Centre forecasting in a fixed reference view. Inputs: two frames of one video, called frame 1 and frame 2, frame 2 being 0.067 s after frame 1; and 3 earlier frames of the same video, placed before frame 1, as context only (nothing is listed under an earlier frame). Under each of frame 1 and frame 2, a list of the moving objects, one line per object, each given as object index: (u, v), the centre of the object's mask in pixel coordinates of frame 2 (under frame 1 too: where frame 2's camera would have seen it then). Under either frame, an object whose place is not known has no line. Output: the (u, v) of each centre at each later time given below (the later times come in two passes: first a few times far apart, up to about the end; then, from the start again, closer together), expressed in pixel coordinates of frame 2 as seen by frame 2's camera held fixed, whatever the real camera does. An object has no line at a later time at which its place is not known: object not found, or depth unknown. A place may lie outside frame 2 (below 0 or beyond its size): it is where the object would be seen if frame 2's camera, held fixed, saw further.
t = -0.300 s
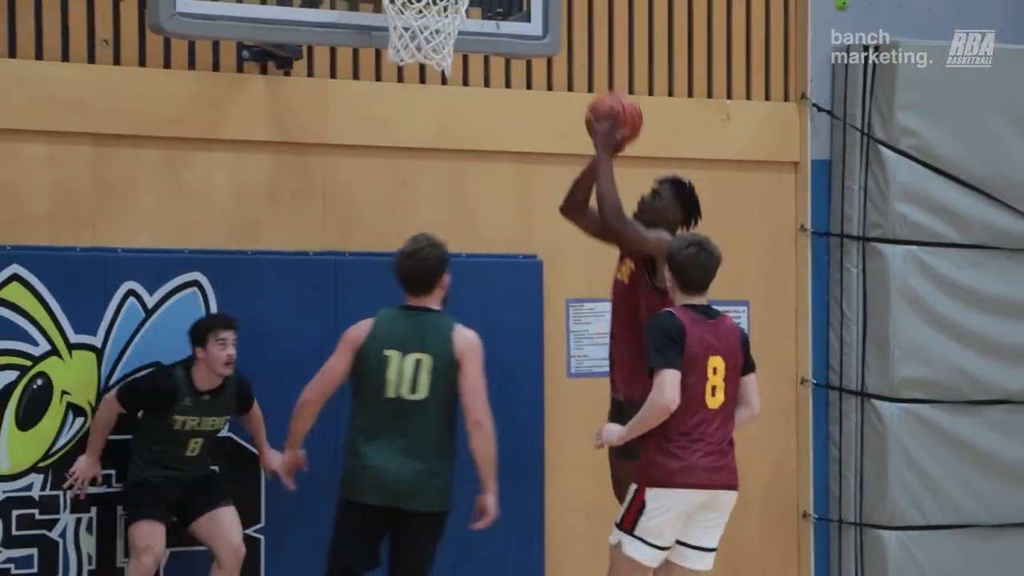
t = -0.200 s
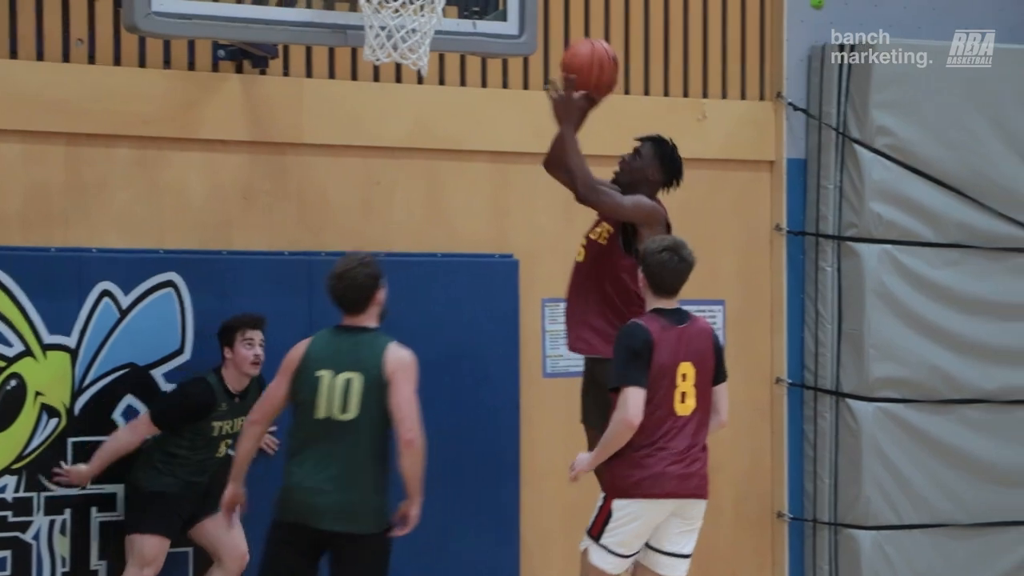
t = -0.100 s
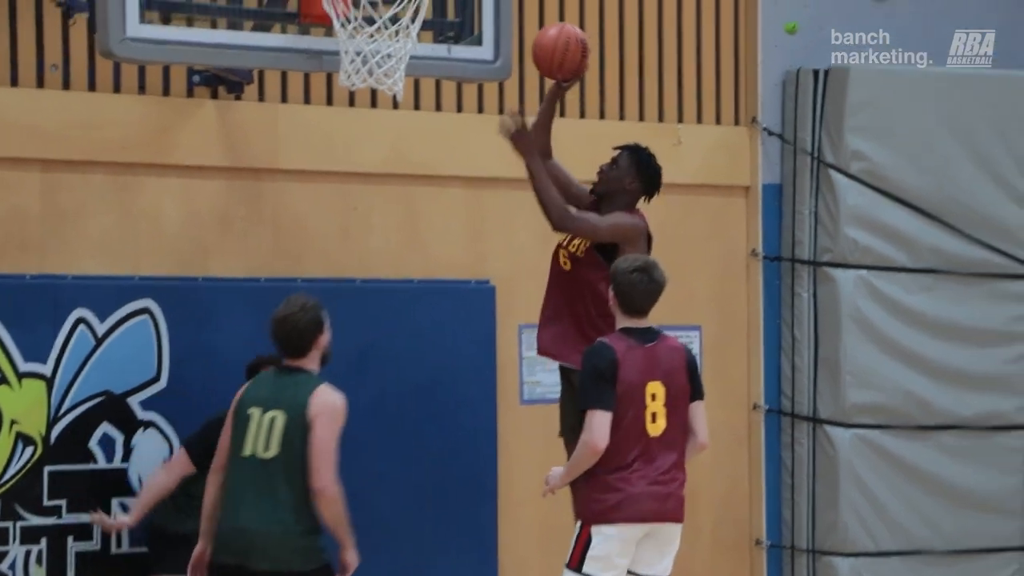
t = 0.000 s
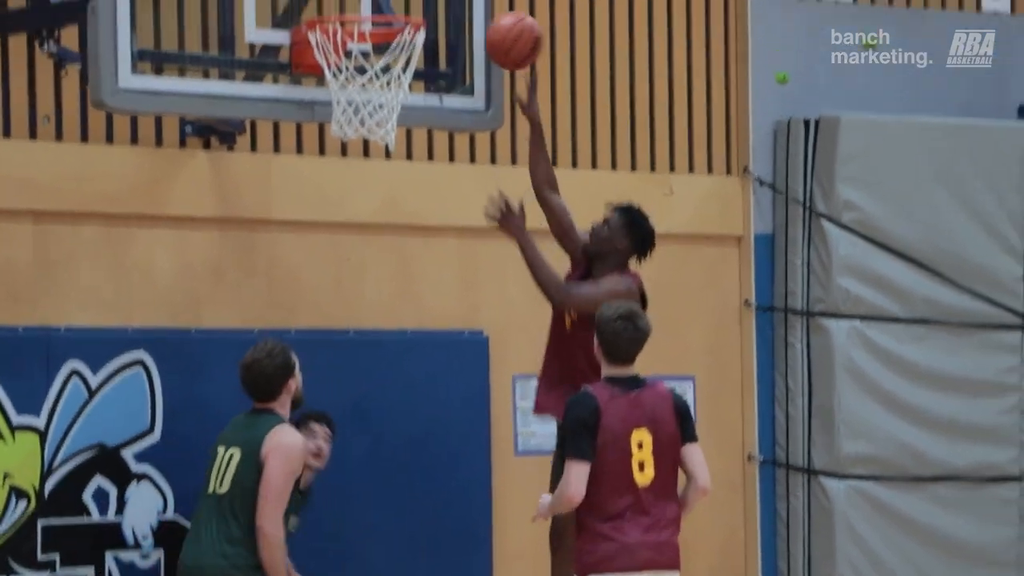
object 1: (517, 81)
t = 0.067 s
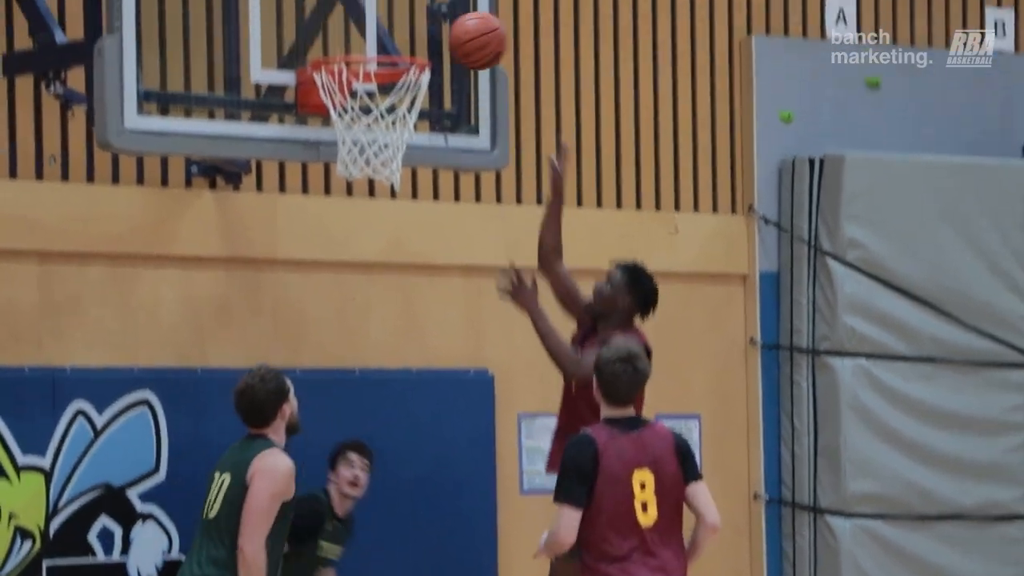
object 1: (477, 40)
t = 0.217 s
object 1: (418, 2)
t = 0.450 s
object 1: (391, 69)
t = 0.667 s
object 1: (377, 191)
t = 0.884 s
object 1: (367, 382)
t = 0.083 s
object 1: (467, 32)
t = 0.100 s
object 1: (456, 25)
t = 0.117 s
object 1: (448, 18)
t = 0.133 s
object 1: (438, 12)
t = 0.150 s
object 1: (428, 7)
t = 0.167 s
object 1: (424, 4)
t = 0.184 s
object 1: (421, 3)
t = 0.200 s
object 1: (420, 2)
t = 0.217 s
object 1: (418, 2)
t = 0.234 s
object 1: (417, 3)
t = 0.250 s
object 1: (414, 4)
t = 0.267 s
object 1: (413, 5)
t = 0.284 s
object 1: (411, 8)
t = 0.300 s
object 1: (409, 11)
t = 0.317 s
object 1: (408, 15)
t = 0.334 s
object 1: (406, 19)
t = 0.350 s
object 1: (403, 24)
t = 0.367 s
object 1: (401, 30)
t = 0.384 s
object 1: (399, 34)
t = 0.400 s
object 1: (397, 46)
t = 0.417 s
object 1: (395, 51)
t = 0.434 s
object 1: (394, 60)
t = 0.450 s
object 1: (391, 69)
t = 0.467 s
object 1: (390, 81)
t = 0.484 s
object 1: (388, 92)
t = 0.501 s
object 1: (386, 102)
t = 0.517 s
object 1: (385, 115)
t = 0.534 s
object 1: (383, 126)
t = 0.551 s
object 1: (383, 135)
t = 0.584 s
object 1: (377, 171)
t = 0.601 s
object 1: (377, 173)
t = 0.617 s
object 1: (377, 176)
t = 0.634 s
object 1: (378, 179)
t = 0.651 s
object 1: (378, 183)
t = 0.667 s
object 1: (377, 191)
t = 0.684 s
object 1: (376, 201)
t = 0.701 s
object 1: (375, 212)
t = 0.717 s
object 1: (374, 224)
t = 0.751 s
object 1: (372, 250)
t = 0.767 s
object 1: (371, 263)
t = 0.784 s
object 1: (370, 278)
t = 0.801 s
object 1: (369, 293)
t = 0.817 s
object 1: (368, 310)
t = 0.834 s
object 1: (366, 325)
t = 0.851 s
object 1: (367, 345)
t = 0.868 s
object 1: (367, 363)
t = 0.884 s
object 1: (367, 382)
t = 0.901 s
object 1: (365, 402)
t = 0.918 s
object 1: (365, 422)
